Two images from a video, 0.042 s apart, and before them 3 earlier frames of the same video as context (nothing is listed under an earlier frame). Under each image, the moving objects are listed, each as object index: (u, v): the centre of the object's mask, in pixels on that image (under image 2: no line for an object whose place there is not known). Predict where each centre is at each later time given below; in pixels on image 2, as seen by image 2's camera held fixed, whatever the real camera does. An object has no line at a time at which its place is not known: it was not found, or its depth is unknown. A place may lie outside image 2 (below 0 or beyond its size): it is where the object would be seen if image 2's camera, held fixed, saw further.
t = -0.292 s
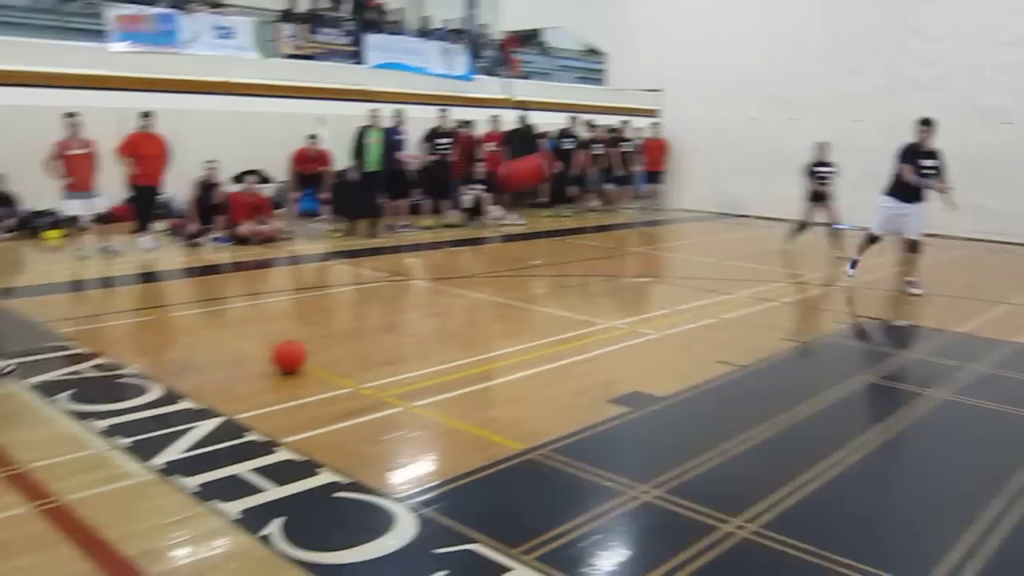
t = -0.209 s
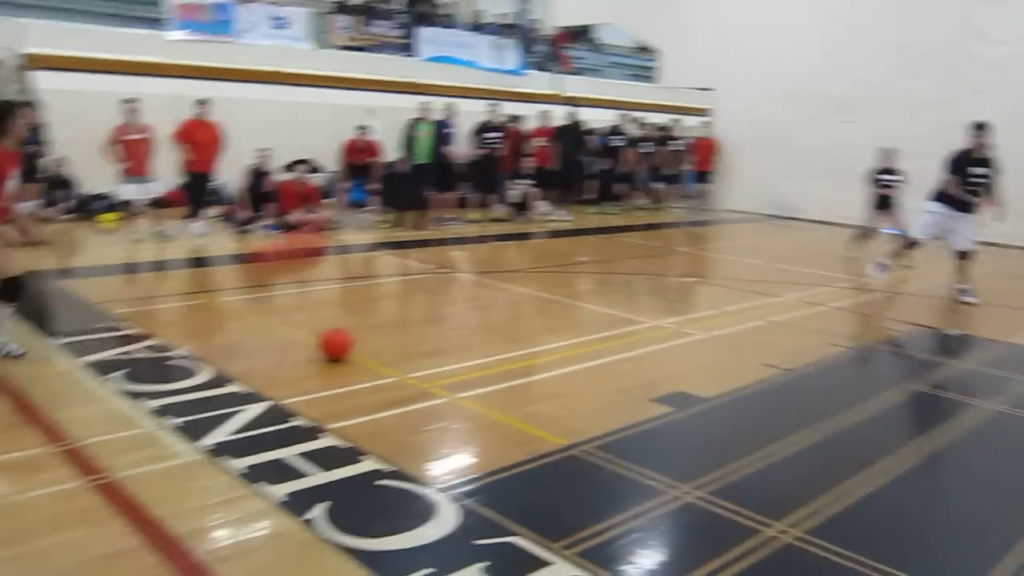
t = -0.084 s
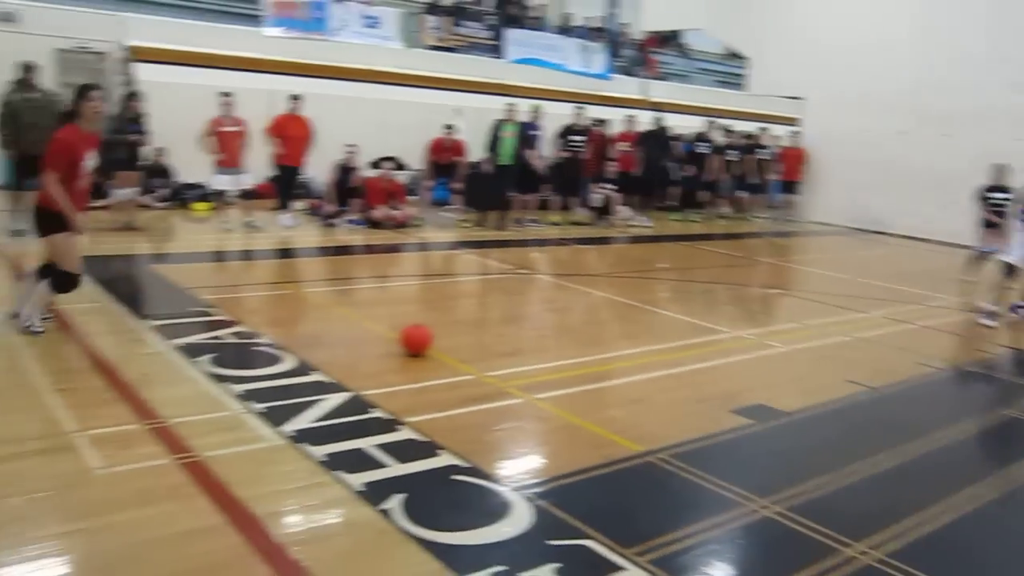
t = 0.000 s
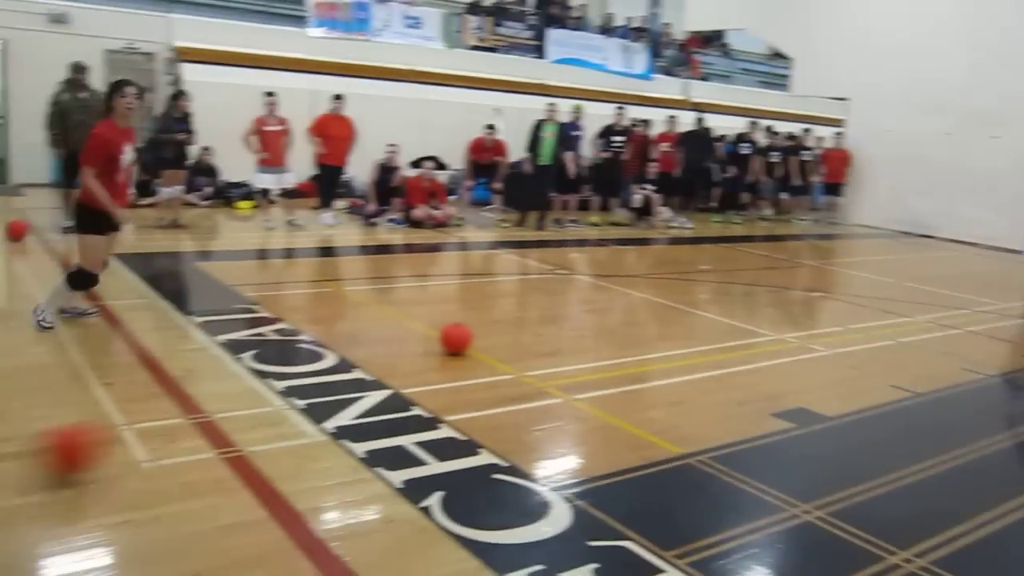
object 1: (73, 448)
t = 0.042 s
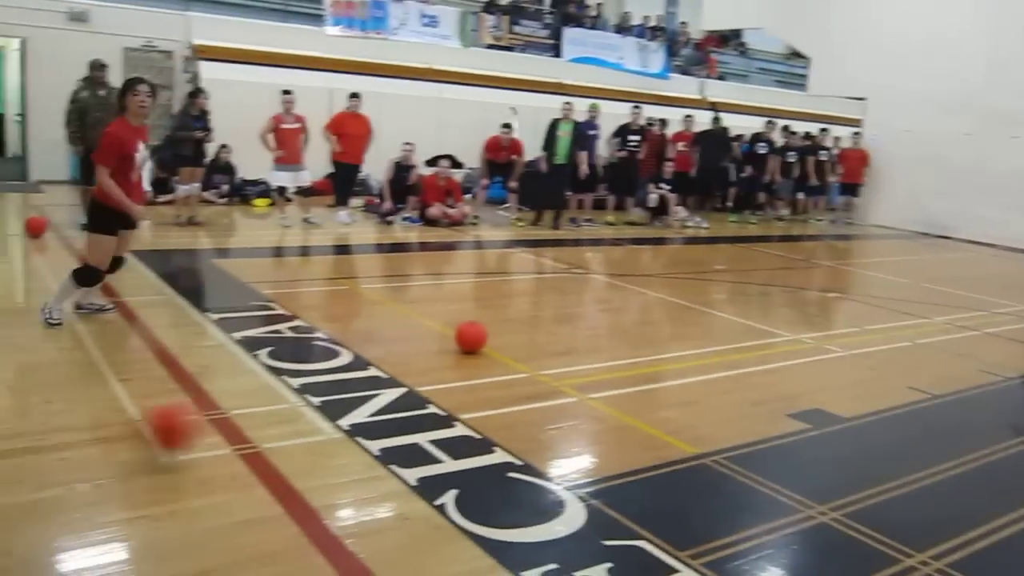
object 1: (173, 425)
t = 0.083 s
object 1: (243, 416)
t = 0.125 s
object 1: (312, 407)
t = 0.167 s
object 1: (372, 408)
